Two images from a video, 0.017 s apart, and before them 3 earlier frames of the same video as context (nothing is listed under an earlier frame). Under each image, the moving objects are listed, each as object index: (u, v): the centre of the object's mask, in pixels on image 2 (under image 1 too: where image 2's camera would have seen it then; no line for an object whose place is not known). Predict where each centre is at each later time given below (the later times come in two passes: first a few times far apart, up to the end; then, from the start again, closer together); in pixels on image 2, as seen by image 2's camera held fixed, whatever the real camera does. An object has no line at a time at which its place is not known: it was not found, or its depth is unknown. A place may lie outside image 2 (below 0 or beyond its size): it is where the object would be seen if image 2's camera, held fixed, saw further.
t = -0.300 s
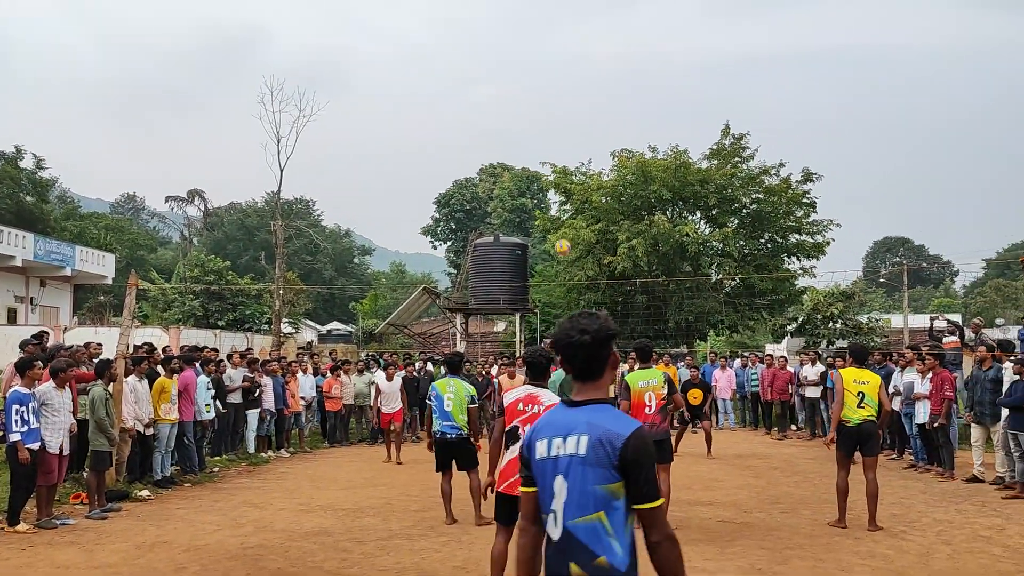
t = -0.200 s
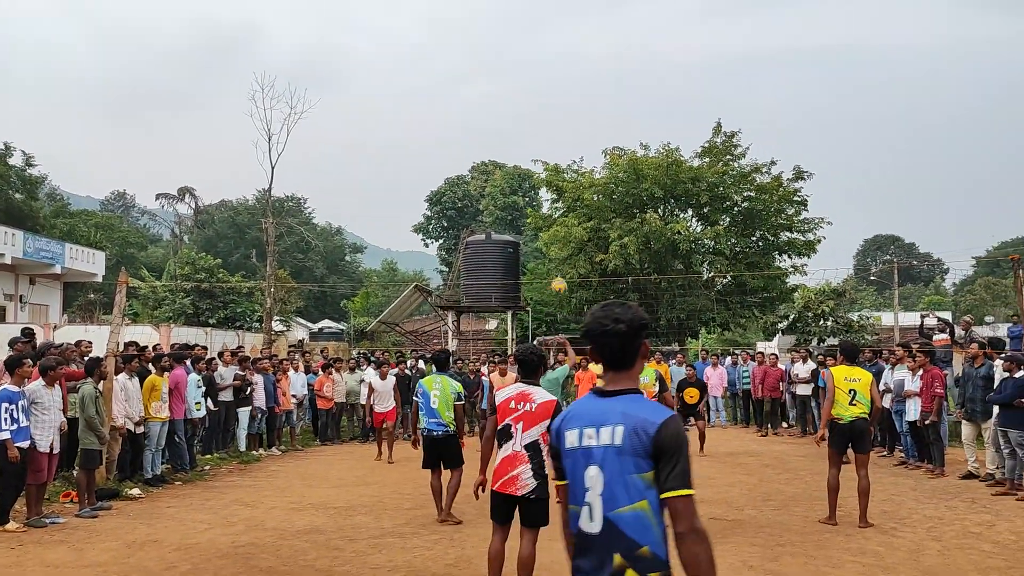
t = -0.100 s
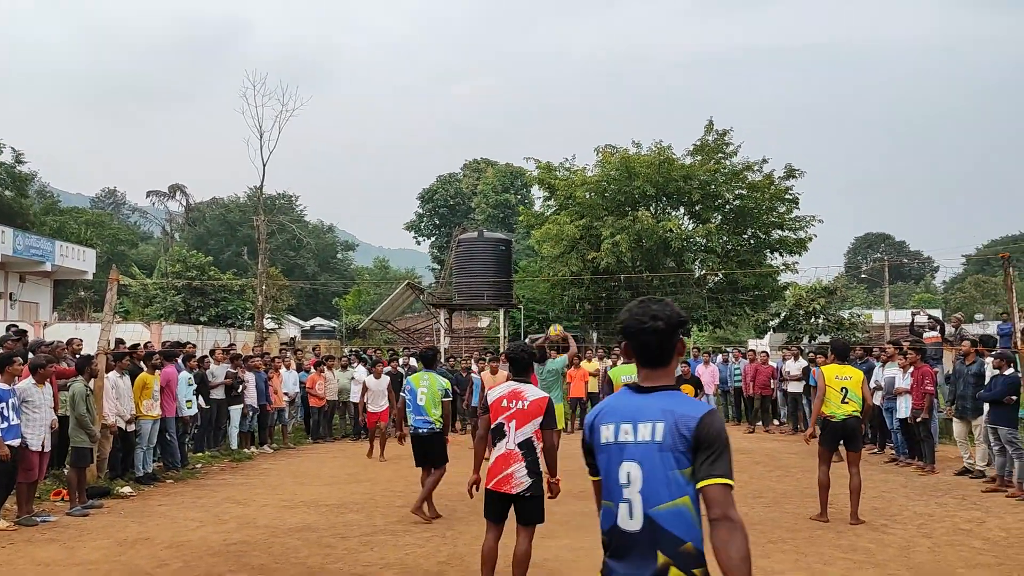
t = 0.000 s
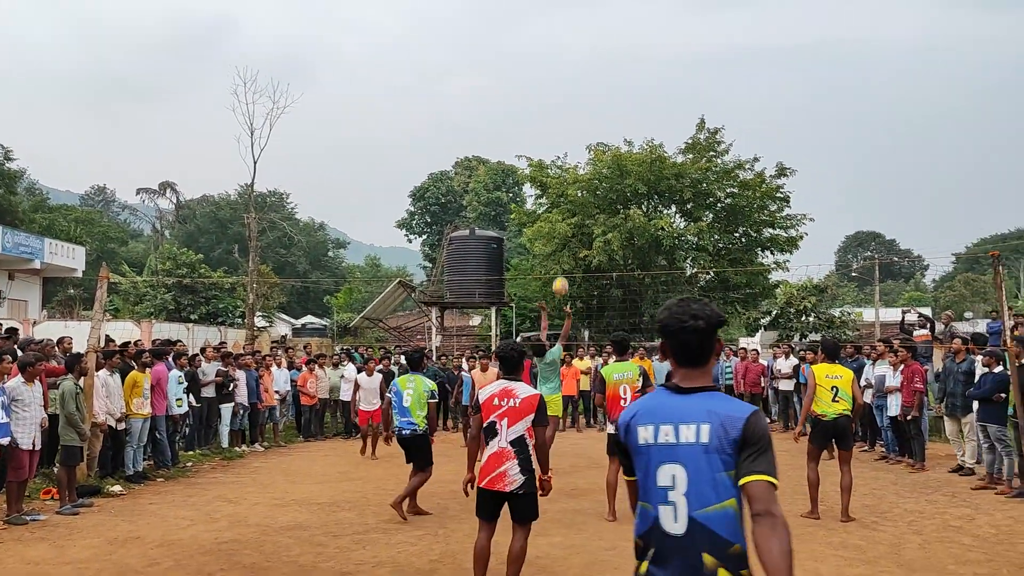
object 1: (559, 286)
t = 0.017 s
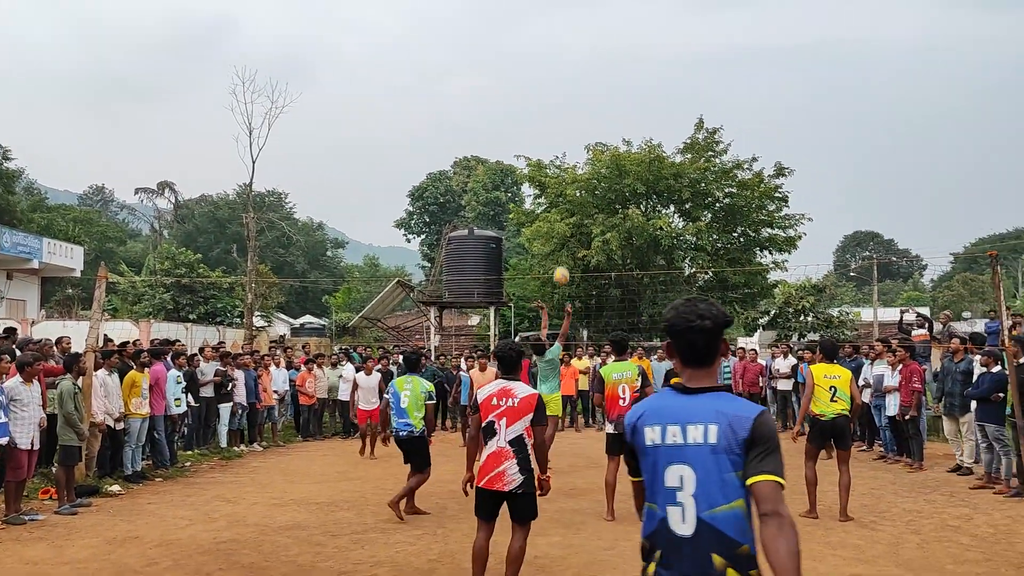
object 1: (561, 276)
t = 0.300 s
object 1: (601, 132)
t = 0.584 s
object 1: (642, 49)
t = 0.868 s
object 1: (687, 21)
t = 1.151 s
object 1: (735, 54)
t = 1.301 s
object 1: (762, 97)
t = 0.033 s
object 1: (564, 265)
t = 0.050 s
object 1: (566, 256)
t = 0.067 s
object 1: (568, 246)
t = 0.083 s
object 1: (570, 236)
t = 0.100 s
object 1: (573, 227)
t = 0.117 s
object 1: (575, 218)
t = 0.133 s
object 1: (578, 209)
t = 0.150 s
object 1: (580, 200)
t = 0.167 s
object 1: (583, 191)
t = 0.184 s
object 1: (585, 185)
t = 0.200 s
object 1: (587, 177)
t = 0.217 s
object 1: (590, 168)
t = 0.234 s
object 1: (591, 161)
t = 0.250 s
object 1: (593, 154)
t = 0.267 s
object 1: (595, 147)
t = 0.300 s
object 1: (601, 132)
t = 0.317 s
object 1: (603, 125)
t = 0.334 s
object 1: (605, 119)
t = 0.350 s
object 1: (608, 113)
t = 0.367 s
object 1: (610, 107)
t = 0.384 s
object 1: (613, 101)
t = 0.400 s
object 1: (615, 96)
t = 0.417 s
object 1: (617, 90)
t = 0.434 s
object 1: (620, 85)
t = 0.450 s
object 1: (622, 80)
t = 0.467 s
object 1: (625, 76)
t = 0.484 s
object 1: (627, 71)
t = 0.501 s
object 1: (630, 67)
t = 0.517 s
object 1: (632, 63)
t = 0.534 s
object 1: (635, 59)
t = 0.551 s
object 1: (637, 55)
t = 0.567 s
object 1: (640, 52)
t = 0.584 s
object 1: (642, 49)
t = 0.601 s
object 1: (645, 45)
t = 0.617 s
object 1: (648, 42)
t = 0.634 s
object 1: (650, 39)
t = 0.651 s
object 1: (653, 37)
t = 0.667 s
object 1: (655, 35)
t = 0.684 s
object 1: (658, 33)
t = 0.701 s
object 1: (660, 30)
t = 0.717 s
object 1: (663, 29)
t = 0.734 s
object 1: (666, 27)
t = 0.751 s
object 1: (668, 26)
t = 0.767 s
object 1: (671, 24)
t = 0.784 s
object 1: (674, 23)
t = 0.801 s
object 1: (676, 22)
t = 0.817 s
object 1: (679, 22)
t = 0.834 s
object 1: (682, 22)
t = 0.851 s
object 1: (684, 22)
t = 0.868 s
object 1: (687, 21)
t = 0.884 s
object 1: (690, 21)
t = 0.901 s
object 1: (693, 22)
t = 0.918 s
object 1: (695, 23)
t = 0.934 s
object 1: (698, 23)
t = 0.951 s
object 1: (701, 24)
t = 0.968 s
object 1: (704, 26)
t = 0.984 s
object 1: (706, 27)
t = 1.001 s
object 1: (709, 29)
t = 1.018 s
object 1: (712, 31)
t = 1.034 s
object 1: (715, 33)
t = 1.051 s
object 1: (718, 35)
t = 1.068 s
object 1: (721, 38)
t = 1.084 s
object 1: (724, 41)
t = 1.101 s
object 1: (726, 44)
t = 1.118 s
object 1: (729, 47)
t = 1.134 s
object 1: (732, 50)
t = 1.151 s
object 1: (735, 54)
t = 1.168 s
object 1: (738, 58)
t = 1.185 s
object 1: (741, 62)
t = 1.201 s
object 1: (744, 67)
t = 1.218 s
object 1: (747, 71)
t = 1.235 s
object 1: (750, 76)
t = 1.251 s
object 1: (753, 81)
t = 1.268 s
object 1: (756, 86)
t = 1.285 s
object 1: (759, 92)
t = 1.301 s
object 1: (762, 97)
